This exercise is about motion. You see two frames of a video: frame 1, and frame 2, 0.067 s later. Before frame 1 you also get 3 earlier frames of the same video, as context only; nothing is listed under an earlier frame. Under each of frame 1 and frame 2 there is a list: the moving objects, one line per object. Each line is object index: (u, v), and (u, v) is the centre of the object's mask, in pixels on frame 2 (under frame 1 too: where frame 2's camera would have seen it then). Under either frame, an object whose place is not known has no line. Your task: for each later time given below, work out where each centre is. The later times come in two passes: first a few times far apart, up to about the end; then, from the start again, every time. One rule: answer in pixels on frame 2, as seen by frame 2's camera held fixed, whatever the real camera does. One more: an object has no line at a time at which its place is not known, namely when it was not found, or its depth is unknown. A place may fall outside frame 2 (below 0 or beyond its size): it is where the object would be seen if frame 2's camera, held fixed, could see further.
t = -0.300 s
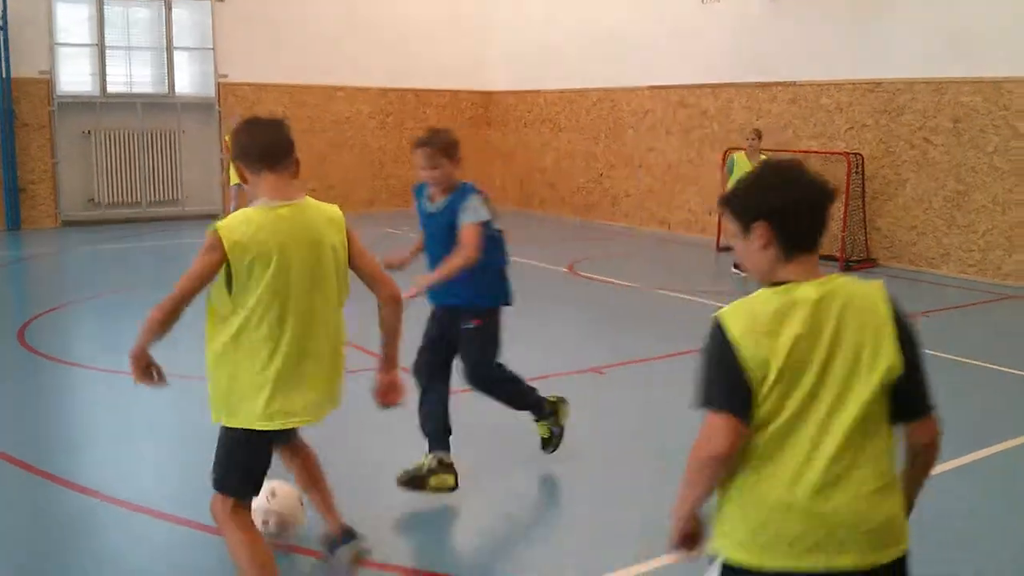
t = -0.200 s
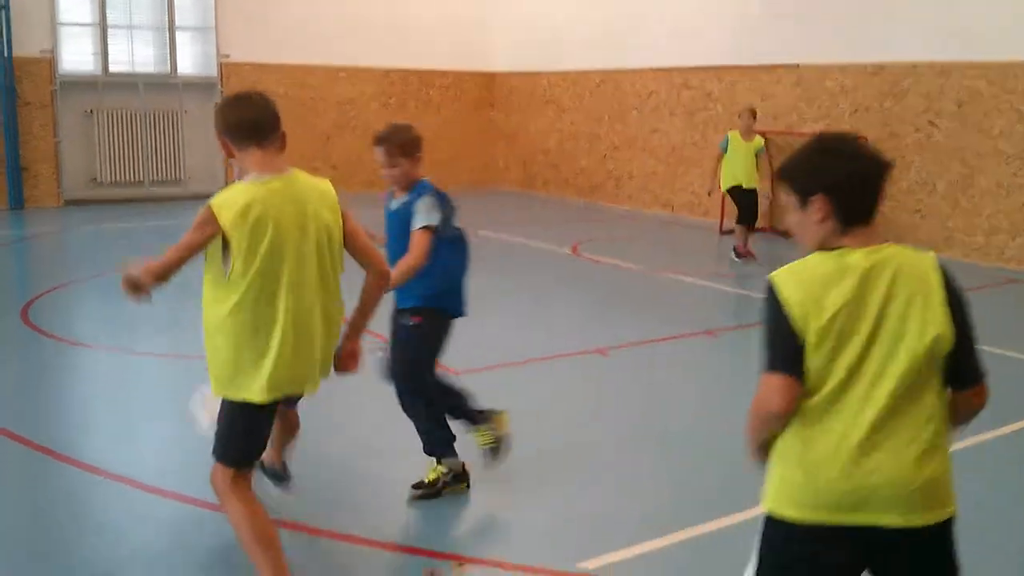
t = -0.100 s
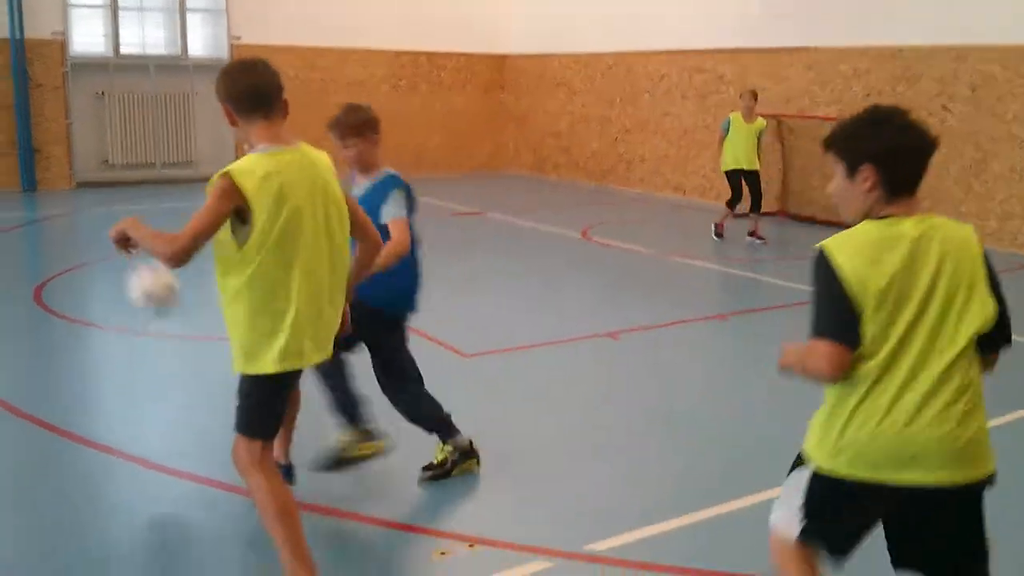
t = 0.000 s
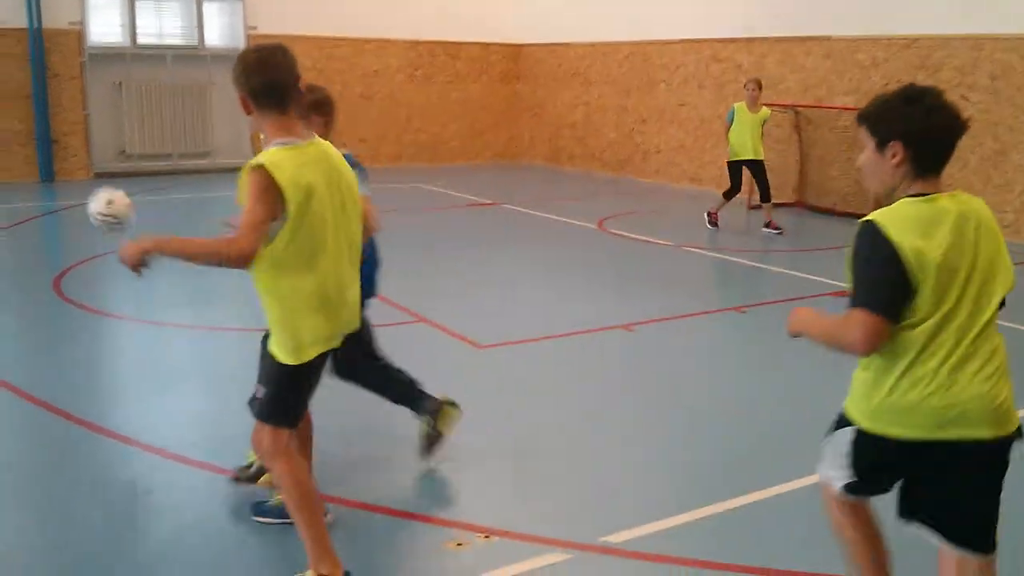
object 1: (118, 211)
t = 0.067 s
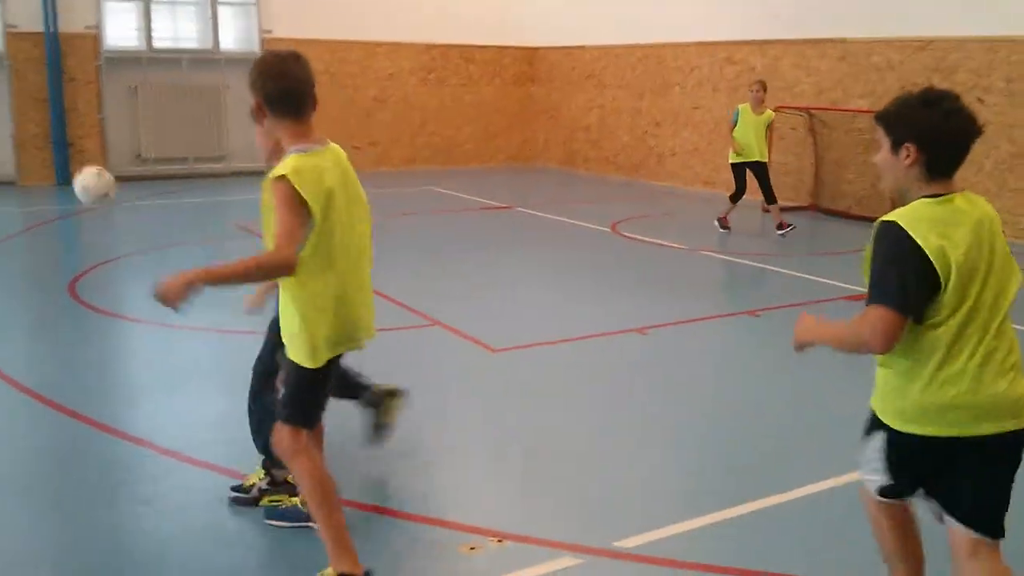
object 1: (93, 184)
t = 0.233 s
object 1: (36, 156)
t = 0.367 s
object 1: (2, 165)
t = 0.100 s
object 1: (79, 174)
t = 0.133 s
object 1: (66, 167)
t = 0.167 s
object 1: (55, 161)
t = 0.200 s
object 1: (45, 158)
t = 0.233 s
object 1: (36, 156)
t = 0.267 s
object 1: (27, 156)
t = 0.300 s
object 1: (19, 158)
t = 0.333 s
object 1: (9, 160)
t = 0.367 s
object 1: (2, 165)
